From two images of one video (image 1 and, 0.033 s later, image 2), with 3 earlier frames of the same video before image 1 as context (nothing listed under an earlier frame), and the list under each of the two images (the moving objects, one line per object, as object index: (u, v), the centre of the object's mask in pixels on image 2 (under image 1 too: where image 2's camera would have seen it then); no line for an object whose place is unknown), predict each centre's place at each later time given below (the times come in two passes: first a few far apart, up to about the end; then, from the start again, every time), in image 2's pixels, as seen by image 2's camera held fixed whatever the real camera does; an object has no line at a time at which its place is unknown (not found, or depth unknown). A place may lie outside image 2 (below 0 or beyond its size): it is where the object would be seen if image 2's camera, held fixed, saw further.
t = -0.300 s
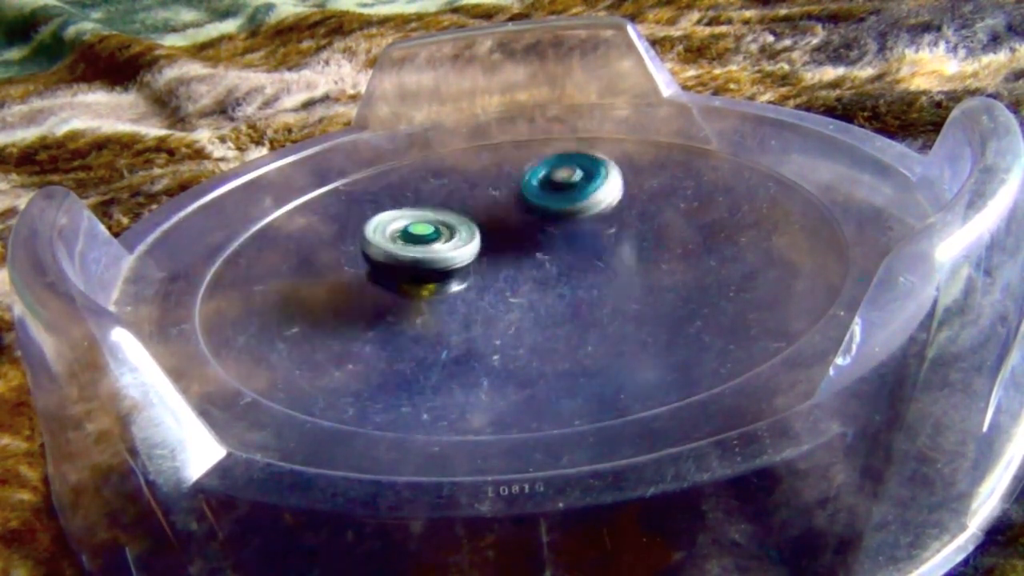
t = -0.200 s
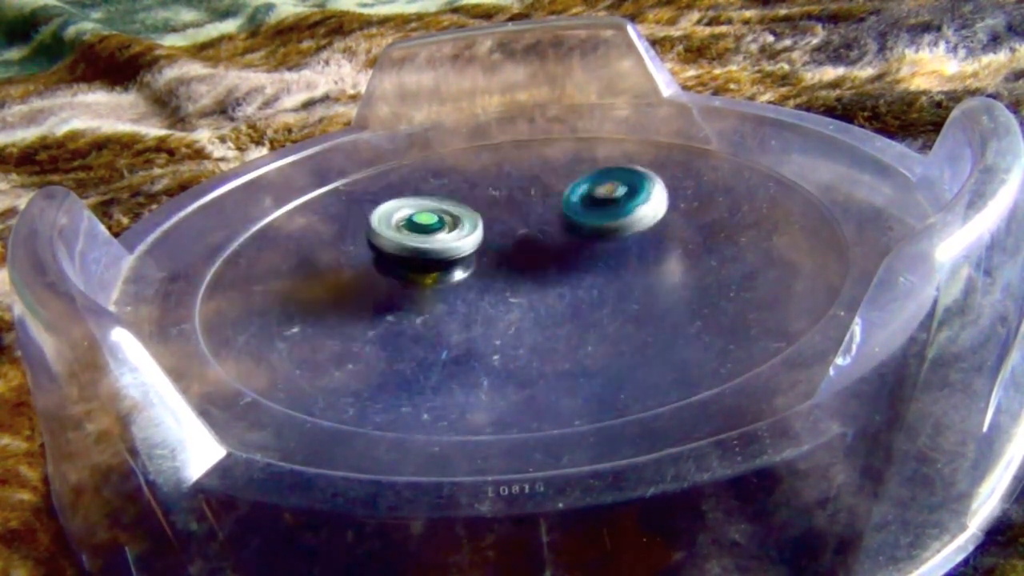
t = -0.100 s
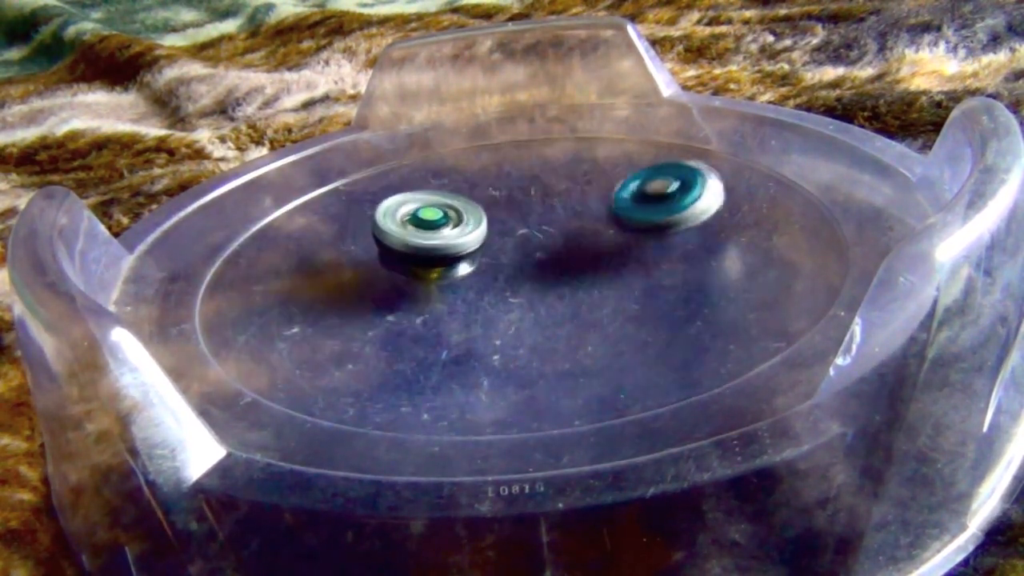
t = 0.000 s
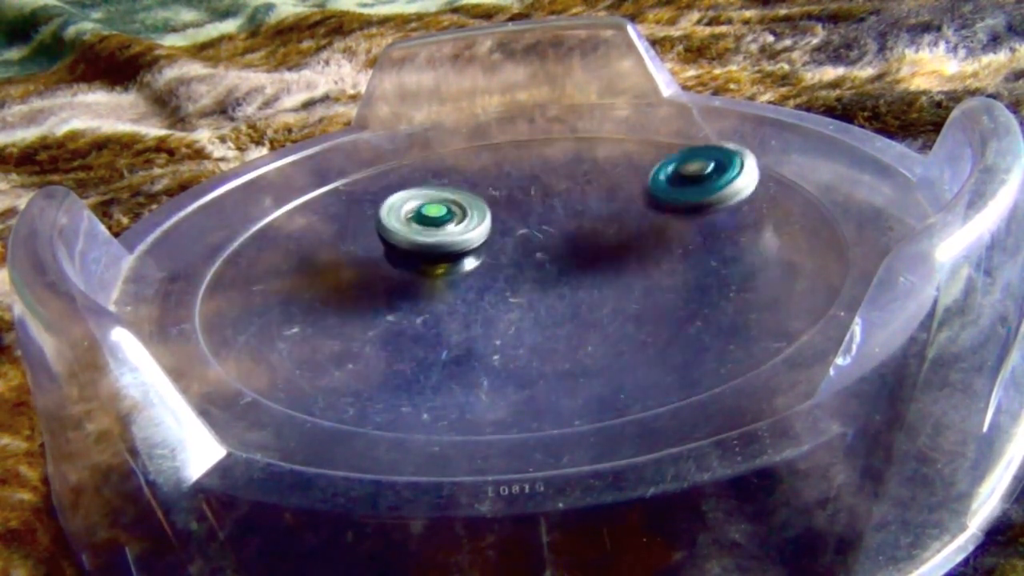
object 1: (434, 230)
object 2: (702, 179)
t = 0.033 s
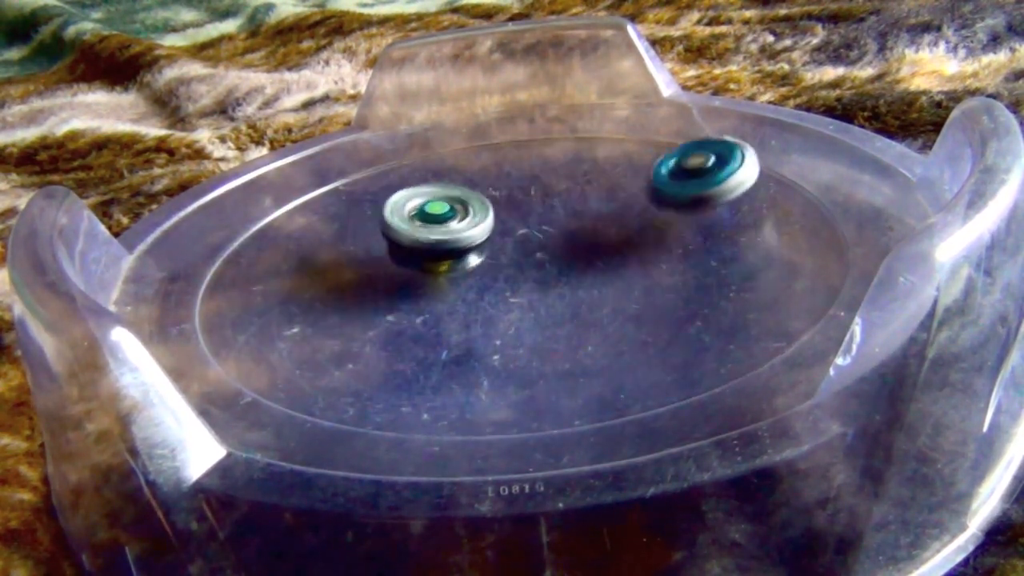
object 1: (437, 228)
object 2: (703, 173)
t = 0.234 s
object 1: (473, 207)
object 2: (631, 204)
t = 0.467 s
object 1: (495, 211)
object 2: (657, 271)
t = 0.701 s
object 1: (547, 208)
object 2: (740, 243)
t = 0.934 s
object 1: (555, 206)
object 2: (584, 274)
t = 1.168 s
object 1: (549, 232)
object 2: (534, 339)
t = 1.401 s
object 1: (558, 245)
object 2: (618, 320)
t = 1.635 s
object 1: (573, 181)
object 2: (478, 323)
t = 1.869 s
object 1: (468, 193)
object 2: (367, 338)
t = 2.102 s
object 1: (423, 246)
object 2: (393, 319)
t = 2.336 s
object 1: (558, 158)
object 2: (389, 319)
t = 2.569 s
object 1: (522, 176)
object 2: (374, 265)
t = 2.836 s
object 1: (490, 226)
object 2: (312, 229)
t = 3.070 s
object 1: (599, 242)
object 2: (377, 234)
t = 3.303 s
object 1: (610, 216)
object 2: (465, 194)
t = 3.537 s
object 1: (544, 226)
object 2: (470, 159)
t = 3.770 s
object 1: (477, 274)
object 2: (508, 192)
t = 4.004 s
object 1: (536, 275)
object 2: (609, 193)
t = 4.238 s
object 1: (529, 254)
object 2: (645, 173)
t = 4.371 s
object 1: (484, 246)
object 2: (619, 198)
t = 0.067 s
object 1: (442, 224)
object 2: (700, 169)
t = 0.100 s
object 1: (448, 220)
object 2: (689, 169)
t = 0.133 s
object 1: (454, 216)
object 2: (672, 173)
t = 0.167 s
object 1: (461, 212)
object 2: (655, 182)
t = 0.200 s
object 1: (467, 209)
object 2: (641, 194)
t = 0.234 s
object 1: (473, 207)
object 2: (631, 204)
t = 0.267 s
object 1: (479, 205)
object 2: (624, 217)
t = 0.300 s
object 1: (483, 205)
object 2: (620, 230)
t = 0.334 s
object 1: (486, 206)
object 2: (620, 241)
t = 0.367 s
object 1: (489, 207)
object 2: (623, 251)
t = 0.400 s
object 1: (491, 208)
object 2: (631, 259)
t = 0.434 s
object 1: (493, 210)
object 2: (643, 266)
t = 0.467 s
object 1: (495, 211)
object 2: (657, 271)
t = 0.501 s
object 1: (500, 211)
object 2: (672, 272)
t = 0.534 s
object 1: (507, 211)
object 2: (689, 273)
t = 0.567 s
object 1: (516, 211)
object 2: (708, 270)
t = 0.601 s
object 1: (526, 211)
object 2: (727, 265)
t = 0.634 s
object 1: (533, 210)
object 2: (739, 259)
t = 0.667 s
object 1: (541, 209)
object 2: (745, 250)
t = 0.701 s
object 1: (547, 208)
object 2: (740, 243)
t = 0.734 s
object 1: (551, 207)
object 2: (726, 240)
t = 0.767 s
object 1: (555, 206)
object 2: (705, 241)
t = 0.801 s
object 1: (557, 205)
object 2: (682, 243)
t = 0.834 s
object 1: (559, 205)
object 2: (655, 248)
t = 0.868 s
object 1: (558, 205)
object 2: (629, 256)
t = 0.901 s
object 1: (557, 205)
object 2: (606, 263)
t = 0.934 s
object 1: (555, 206)
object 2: (584, 274)
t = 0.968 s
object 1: (552, 205)
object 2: (565, 286)
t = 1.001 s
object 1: (549, 207)
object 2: (551, 297)
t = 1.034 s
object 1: (547, 210)
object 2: (540, 307)
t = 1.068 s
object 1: (547, 214)
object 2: (531, 318)
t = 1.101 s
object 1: (547, 221)
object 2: (528, 326)
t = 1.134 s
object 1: (548, 226)
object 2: (528, 333)
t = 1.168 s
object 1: (549, 232)
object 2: (534, 339)
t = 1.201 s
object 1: (549, 237)
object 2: (544, 345)
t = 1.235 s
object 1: (549, 242)
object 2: (559, 347)
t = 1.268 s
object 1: (550, 245)
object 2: (578, 347)
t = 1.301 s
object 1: (551, 247)
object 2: (597, 344)
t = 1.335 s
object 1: (553, 247)
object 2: (614, 336)
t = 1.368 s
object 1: (555, 246)
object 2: (619, 328)
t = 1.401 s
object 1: (558, 245)
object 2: (618, 320)
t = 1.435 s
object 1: (562, 243)
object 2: (607, 312)
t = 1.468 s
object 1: (567, 240)
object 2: (591, 306)
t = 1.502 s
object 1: (576, 232)
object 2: (568, 310)
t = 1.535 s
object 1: (581, 216)
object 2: (543, 318)
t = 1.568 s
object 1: (581, 201)
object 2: (520, 321)
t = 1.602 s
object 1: (579, 190)
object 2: (498, 321)
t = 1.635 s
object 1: (573, 181)
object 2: (478, 323)
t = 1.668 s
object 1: (566, 176)
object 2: (455, 324)
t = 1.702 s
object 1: (553, 174)
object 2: (436, 326)
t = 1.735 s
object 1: (540, 174)
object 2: (416, 328)
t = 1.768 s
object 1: (523, 177)
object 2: (401, 330)
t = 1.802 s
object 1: (505, 180)
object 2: (386, 332)
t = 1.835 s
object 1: (487, 187)
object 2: (375, 335)
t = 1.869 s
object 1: (468, 193)
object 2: (367, 338)
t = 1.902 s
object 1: (451, 201)
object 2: (366, 339)
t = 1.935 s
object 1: (435, 209)
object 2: (369, 340)
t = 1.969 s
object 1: (425, 218)
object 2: (375, 339)
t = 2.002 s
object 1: (417, 227)
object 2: (384, 333)
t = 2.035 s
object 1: (412, 237)
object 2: (392, 328)
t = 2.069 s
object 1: (413, 244)
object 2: (397, 322)
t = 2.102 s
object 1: (423, 246)
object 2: (393, 319)
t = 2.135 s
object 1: (453, 233)
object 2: (374, 330)
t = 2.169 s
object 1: (480, 215)
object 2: (365, 337)
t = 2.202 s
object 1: (503, 199)
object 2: (363, 336)
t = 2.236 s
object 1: (522, 187)
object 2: (368, 335)
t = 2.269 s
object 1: (539, 173)
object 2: (374, 331)
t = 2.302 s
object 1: (549, 164)
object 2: (383, 326)
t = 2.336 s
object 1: (558, 158)
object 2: (389, 319)
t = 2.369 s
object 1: (560, 156)
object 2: (393, 311)
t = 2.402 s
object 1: (561, 154)
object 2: (394, 303)
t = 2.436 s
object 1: (556, 155)
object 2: (393, 295)
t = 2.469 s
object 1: (550, 158)
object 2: (391, 287)
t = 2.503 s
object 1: (542, 164)
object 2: (387, 279)
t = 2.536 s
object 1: (533, 169)
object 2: (381, 272)
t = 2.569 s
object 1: (522, 176)
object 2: (374, 265)
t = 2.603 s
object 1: (511, 183)
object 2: (367, 258)
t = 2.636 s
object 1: (501, 190)
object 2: (360, 252)
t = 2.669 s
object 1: (491, 196)
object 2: (351, 247)
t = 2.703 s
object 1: (484, 202)
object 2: (342, 242)
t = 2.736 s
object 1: (479, 208)
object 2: (334, 237)
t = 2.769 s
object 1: (479, 214)
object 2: (327, 233)
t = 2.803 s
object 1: (483, 220)
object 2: (318, 230)
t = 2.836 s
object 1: (490, 226)
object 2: (312, 229)
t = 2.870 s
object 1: (501, 233)
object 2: (311, 230)
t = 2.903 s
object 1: (516, 238)
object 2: (313, 231)
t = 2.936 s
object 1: (532, 242)
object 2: (319, 233)
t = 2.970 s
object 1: (548, 245)
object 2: (330, 235)
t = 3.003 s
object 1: (566, 246)
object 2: (345, 235)
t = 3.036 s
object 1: (583, 244)
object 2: (361, 235)
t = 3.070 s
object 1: (599, 242)
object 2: (377, 234)
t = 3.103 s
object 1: (612, 239)
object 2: (394, 231)
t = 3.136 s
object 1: (623, 234)
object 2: (409, 227)
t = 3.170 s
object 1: (630, 230)
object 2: (423, 221)
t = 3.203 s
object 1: (631, 224)
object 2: (437, 214)
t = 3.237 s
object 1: (627, 221)
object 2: (446, 209)
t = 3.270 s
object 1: (619, 218)
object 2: (456, 203)
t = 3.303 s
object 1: (610, 216)
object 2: (465, 194)
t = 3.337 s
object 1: (599, 215)
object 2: (469, 188)
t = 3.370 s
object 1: (588, 215)
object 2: (474, 181)
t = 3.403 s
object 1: (578, 216)
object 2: (478, 174)
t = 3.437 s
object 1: (567, 217)
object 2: (478, 168)
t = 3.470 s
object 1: (560, 219)
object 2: (476, 163)
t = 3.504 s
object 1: (552, 222)
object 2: (473, 159)
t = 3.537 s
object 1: (544, 226)
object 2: (470, 159)
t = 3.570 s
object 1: (530, 233)
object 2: (467, 160)
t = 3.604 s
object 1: (518, 239)
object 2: (466, 163)
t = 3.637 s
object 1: (503, 246)
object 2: (468, 169)
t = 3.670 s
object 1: (493, 254)
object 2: (475, 175)
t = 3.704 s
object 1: (483, 261)
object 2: (485, 181)
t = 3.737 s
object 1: (479, 267)
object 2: (496, 187)
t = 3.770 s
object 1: (477, 274)
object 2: (508, 192)
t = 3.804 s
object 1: (479, 279)
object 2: (521, 195)
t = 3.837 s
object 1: (486, 283)
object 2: (535, 198)
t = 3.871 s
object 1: (497, 285)
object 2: (551, 197)
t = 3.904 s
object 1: (508, 284)
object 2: (566, 197)
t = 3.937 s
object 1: (519, 282)
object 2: (582, 197)
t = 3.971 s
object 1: (528, 279)
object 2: (596, 195)
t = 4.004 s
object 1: (536, 275)
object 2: (609, 193)
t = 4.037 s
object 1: (541, 271)
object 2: (621, 190)
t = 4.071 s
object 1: (543, 268)
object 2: (632, 186)
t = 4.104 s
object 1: (545, 264)
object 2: (641, 182)
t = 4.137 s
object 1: (543, 260)
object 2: (648, 178)
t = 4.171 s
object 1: (541, 257)
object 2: (651, 174)
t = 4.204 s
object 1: (535, 255)
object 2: (650, 173)
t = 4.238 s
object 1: (529, 254)
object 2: (645, 173)
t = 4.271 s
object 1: (521, 253)
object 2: (638, 176)
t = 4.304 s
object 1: (509, 252)
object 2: (632, 180)
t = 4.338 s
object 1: (497, 250)
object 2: (624, 189)
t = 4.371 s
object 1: (484, 246)
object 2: (619, 198)
